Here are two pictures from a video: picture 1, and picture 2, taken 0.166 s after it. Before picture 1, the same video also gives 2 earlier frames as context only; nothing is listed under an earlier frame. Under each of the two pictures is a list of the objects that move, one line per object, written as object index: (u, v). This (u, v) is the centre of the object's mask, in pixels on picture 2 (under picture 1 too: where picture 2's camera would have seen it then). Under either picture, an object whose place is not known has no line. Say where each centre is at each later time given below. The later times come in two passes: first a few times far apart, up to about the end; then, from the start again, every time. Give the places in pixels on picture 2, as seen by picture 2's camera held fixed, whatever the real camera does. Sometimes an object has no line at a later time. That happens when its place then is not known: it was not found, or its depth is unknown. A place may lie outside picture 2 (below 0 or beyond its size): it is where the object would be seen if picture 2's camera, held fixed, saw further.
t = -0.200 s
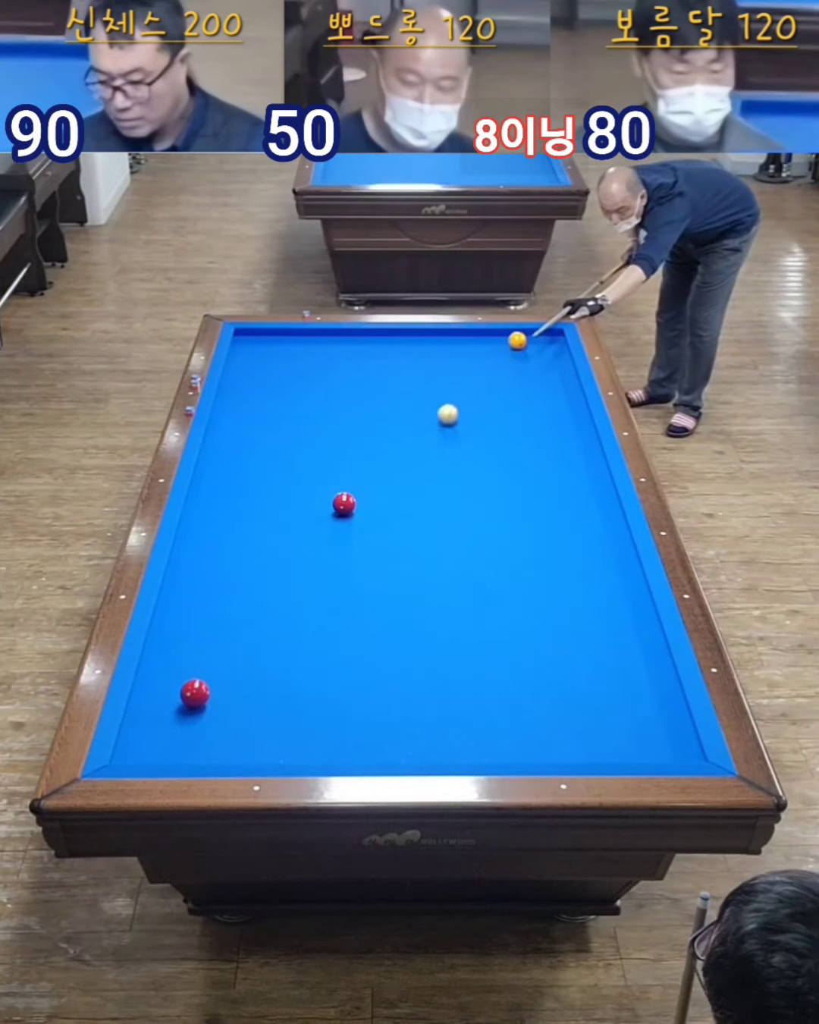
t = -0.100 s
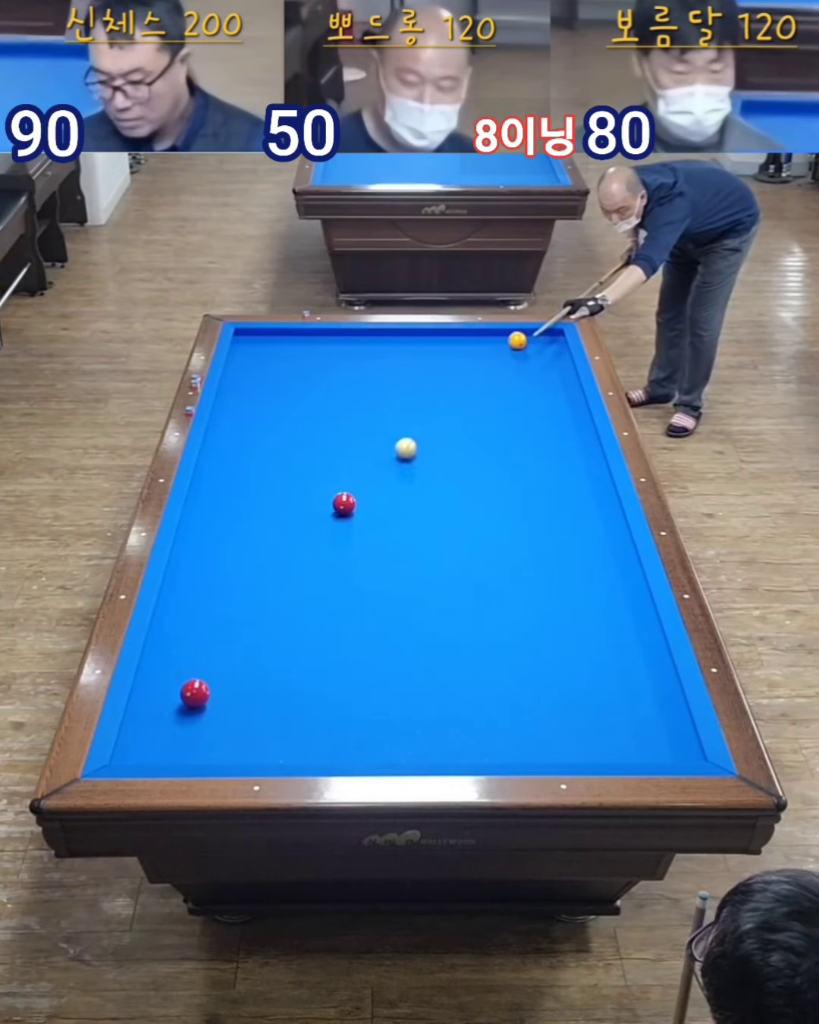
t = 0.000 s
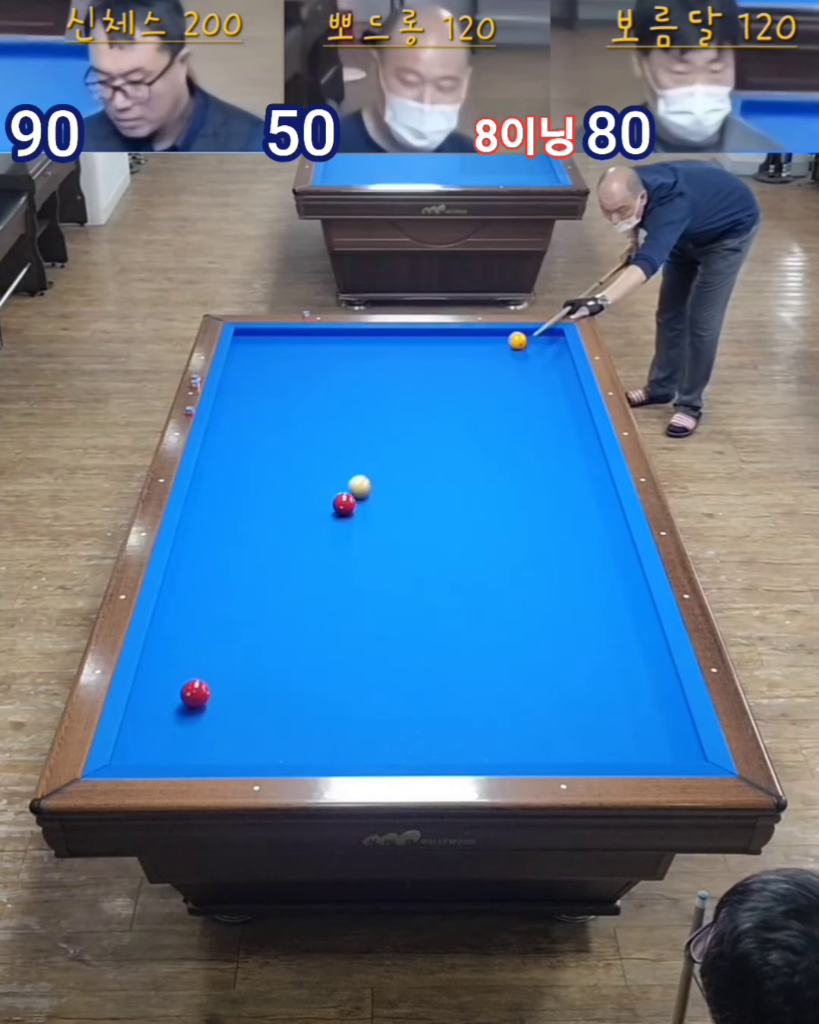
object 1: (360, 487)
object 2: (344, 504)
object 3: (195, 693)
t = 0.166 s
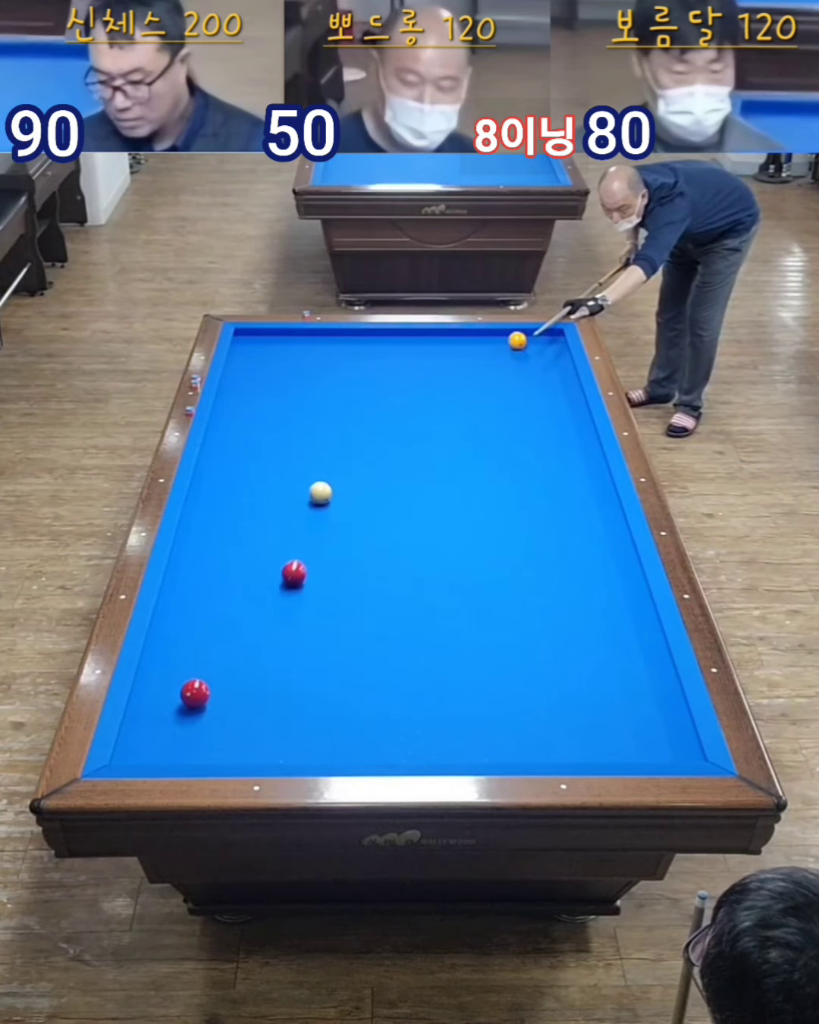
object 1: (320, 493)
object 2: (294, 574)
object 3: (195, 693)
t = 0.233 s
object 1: (305, 495)
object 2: (270, 607)
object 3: (195, 693)
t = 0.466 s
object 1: (243, 513)
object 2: (233, 694)
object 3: (143, 728)
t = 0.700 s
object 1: (197, 533)
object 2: (261, 736)
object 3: (203, 736)
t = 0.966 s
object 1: (232, 548)
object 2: (294, 737)
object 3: (282, 702)
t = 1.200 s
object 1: (260, 562)
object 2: (322, 714)
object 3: (345, 675)
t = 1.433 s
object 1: (288, 576)
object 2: (348, 692)
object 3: (403, 649)
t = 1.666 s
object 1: (317, 590)
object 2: (371, 673)
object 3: (457, 625)
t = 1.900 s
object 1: (346, 605)
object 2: (394, 654)
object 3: (508, 603)
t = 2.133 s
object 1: (375, 619)
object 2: (415, 638)
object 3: (555, 583)
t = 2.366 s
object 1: (404, 634)
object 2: (435, 621)
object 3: (599, 564)
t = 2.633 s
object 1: (439, 650)
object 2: (455, 604)
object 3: (610, 544)
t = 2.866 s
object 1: (469, 665)
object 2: (472, 590)
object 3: (581, 527)
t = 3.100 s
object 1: (499, 680)
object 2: (487, 578)
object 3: (554, 511)
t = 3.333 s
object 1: (530, 694)
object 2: (502, 565)
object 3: (529, 496)
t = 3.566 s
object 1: (560, 709)
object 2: (516, 554)
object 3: (505, 482)
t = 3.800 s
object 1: (591, 724)
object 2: (528, 543)
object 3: (483, 469)
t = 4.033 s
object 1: (621, 739)
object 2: (540, 532)
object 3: (462, 457)
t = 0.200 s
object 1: (313, 494)
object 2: (282, 590)
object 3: (195, 693)
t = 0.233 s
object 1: (305, 495)
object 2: (270, 607)
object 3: (195, 693)
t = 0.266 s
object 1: (297, 497)
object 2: (259, 623)
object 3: (195, 693)
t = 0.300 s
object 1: (289, 499)
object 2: (246, 640)
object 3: (195, 693)
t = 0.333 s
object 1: (280, 501)
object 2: (234, 656)
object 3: (195, 693)
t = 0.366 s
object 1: (271, 503)
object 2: (222, 674)
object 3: (195, 693)
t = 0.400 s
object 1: (262, 506)
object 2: (221, 683)
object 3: (183, 701)
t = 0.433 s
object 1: (253, 509)
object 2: (228, 689)
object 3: (163, 715)
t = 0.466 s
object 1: (243, 513)
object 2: (233, 694)
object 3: (143, 728)
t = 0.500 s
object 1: (234, 516)
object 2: (238, 700)
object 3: (136, 740)
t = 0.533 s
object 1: (224, 519)
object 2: (242, 706)
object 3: (146, 748)
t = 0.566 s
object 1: (214, 522)
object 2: (245, 712)
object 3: (156, 753)
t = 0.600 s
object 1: (204, 525)
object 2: (249, 718)
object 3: (169, 750)
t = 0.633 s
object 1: (194, 528)
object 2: (253, 724)
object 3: (181, 746)
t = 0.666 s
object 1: (190, 531)
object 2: (257, 730)
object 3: (192, 741)
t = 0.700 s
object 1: (197, 533)
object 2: (261, 736)
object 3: (203, 736)
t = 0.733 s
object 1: (203, 535)
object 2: (265, 743)
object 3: (213, 731)
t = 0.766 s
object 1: (208, 536)
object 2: (268, 749)
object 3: (223, 727)
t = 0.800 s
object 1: (212, 538)
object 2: (273, 753)
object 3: (234, 722)
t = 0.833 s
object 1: (216, 540)
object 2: (277, 750)
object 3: (243, 719)
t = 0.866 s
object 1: (220, 542)
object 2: (281, 748)
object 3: (253, 714)
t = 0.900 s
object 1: (224, 544)
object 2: (286, 744)
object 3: (263, 710)
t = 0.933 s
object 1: (228, 546)
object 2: (290, 740)
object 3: (272, 706)
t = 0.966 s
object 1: (232, 548)
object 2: (294, 737)
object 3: (282, 702)
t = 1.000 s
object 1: (236, 550)
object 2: (298, 734)
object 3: (291, 698)
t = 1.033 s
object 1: (240, 552)
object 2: (302, 730)
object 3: (300, 693)
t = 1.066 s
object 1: (244, 554)
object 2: (306, 726)
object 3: (309, 690)
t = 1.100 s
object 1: (248, 556)
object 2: (311, 723)
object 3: (318, 685)
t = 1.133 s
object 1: (252, 558)
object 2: (314, 720)
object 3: (327, 682)
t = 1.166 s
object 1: (255, 560)
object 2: (318, 717)
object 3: (336, 678)
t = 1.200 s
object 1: (260, 562)
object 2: (322, 714)
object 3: (345, 675)
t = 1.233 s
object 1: (264, 564)
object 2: (326, 711)
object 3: (353, 671)
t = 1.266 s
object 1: (268, 566)
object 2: (329, 708)
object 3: (362, 667)
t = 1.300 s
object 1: (272, 568)
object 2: (333, 704)
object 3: (370, 663)
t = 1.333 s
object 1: (276, 570)
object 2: (337, 702)
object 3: (378, 660)
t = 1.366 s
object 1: (280, 572)
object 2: (340, 699)
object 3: (387, 656)
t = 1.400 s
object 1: (284, 574)
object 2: (344, 696)
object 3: (395, 653)
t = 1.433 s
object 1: (288, 576)
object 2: (348, 692)
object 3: (403, 649)
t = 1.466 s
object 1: (292, 578)
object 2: (351, 690)
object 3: (411, 646)
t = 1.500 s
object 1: (296, 580)
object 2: (354, 687)
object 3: (419, 642)
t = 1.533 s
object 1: (300, 582)
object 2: (358, 685)
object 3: (426, 639)
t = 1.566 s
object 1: (304, 584)
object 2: (361, 681)
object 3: (434, 635)
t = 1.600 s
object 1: (308, 586)
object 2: (365, 679)
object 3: (442, 632)
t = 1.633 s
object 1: (312, 588)
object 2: (368, 675)
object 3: (449, 629)
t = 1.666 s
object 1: (317, 590)
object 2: (371, 673)
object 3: (457, 625)
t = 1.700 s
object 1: (321, 592)
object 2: (375, 670)
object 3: (465, 622)
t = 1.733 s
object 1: (325, 594)
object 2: (378, 668)
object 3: (472, 619)
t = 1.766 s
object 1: (329, 596)
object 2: (381, 664)
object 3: (479, 616)
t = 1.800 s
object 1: (333, 598)
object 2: (384, 662)
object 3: (486, 612)
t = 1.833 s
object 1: (337, 600)
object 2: (388, 659)
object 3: (493, 609)
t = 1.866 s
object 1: (341, 602)
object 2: (391, 657)
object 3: (501, 606)
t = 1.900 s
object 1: (346, 605)
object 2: (394, 654)
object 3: (508, 603)
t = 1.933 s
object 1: (350, 606)
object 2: (397, 652)
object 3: (514, 601)
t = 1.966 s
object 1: (354, 608)
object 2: (400, 649)
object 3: (521, 597)
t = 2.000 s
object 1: (358, 611)
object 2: (403, 647)
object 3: (528, 595)
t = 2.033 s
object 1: (362, 613)
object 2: (406, 644)
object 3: (535, 592)
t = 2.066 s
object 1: (366, 615)
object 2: (409, 642)
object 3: (542, 589)
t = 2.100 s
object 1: (371, 617)
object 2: (412, 640)
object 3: (548, 586)
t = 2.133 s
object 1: (375, 619)
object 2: (415, 638)
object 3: (555, 583)
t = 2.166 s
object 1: (379, 621)
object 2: (418, 635)
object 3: (561, 580)
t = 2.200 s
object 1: (383, 623)
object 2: (421, 633)
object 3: (568, 578)
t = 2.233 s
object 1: (387, 625)
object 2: (423, 631)
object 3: (574, 575)
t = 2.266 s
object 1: (392, 627)
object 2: (426, 628)
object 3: (580, 572)
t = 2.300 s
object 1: (396, 629)
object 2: (429, 626)
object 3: (587, 570)
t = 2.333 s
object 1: (400, 631)
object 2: (432, 623)
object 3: (593, 567)
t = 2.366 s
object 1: (404, 634)
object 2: (435, 621)
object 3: (599, 564)
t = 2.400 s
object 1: (409, 636)
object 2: (437, 619)
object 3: (605, 562)
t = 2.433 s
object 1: (413, 638)
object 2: (440, 617)
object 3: (611, 559)
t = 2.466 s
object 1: (417, 639)
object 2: (442, 615)
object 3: (617, 557)
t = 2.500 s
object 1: (422, 642)
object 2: (445, 612)
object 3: (623, 554)
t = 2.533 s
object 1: (426, 644)
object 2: (447, 610)
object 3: (624, 551)
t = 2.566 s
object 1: (430, 646)
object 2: (450, 608)
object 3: (619, 549)
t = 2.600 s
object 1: (435, 648)
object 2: (453, 606)
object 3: (614, 546)
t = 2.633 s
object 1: (439, 650)
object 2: (455, 604)
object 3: (610, 544)
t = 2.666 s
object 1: (443, 652)
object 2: (457, 602)
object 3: (605, 541)
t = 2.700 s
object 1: (448, 655)
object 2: (460, 600)
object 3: (601, 538)
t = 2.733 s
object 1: (452, 656)
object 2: (462, 598)
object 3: (597, 536)
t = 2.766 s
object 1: (456, 658)
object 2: (465, 596)
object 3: (593, 534)
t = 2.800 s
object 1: (460, 661)
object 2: (467, 594)
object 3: (589, 531)
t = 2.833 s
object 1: (465, 663)
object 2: (469, 592)
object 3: (585, 529)
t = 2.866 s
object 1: (469, 665)
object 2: (472, 590)
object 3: (581, 527)
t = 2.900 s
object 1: (473, 667)
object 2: (474, 589)
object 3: (577, 524)
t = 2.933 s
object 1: (478, 669)
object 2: (476, 587)
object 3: (573, 522)
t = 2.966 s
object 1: (482, 671)
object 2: (478, 585)
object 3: (569, 520)
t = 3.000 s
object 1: (486, 673)
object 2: (481, 583)
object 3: (566, 518)
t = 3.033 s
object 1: (491, 676)
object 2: (483, 581)
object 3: (562, 515)
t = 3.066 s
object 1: (495, 677)
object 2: (485, 579)
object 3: (558, 513)
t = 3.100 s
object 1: (499, 680)
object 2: (487, 578)
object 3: (554, 511)
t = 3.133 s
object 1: (504, 682)
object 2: (489, 575)
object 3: (551, 509)
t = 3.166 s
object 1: (508, 684)
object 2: (492, 574)
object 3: (547, 507)
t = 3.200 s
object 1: (512, 686)
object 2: (494, 572)
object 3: (543, 504)
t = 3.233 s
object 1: (517, 688)
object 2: (496, 570)
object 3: (540, 502)
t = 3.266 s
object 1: (521, 690)
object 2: (498, 569)
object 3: (536, 500)
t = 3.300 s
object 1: (525, 692)
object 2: (500, 567)
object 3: (533, 498)
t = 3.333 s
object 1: (530, 694)
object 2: (502, 565)
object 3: (529, 496)
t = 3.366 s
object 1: (534, 696)
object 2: (504, 564)
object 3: (526, 494)
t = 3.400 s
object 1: (538, 698)
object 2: (506, 562)
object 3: (522, 492)
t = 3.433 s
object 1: (543, 700)
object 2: (508, 560)
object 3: (519, 490)
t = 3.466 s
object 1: (548, 703)
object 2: (510, 558)
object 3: (515, 488)
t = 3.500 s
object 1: (552, 705)
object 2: (512, 556)
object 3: (512, 486)
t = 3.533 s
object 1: (556, 707)
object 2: (514, 555)
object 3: (509, 484)
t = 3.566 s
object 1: (560, 709)
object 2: (516, 554)
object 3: (505, 482)
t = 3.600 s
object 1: (564, 711)
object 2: (518, 552)
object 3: (502, 480)
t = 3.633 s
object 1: (569, 713)
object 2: (520, 551)
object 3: (499, 478)
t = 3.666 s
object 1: (573, 716)
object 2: (521, 549)
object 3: (496, 476)
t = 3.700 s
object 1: (578, 718)
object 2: (523, 547)
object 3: (493, 475)
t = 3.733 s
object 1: (582, 720)
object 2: (525, 546)
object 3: (489, 473)
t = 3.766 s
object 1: (586, 722)
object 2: (527, 544)
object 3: (486, 471)
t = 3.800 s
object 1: (591, 724)
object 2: (528, 543)
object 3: (483, 469)
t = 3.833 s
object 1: (595, 726)
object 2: (530, 541)
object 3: (480, 468)
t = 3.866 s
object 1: (599, 728)
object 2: (532, 540)
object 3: (477, 466)
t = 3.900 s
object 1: (604, 730)
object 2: (533, 538)
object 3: (474, 464)
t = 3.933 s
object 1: (608, 732)
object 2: (535, 537)
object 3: (471, 462)
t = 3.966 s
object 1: (612, 735)
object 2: (537, 535)
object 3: (468, 460)
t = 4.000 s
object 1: (617, 737)
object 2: (539, 534)
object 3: (465, 459)
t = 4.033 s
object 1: (621, 739)
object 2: (540, 532)
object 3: (462, 457)
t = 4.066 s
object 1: (626, 741)
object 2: (542, 531)
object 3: (459, 455)
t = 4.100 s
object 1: (630, 743)
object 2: (544, 529)
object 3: (457, 453)
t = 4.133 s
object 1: (634, 745)
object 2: (545, 528)
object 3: (454, 452)
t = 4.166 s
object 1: (639, 747)
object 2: (547, 527)
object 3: (451, 450)
